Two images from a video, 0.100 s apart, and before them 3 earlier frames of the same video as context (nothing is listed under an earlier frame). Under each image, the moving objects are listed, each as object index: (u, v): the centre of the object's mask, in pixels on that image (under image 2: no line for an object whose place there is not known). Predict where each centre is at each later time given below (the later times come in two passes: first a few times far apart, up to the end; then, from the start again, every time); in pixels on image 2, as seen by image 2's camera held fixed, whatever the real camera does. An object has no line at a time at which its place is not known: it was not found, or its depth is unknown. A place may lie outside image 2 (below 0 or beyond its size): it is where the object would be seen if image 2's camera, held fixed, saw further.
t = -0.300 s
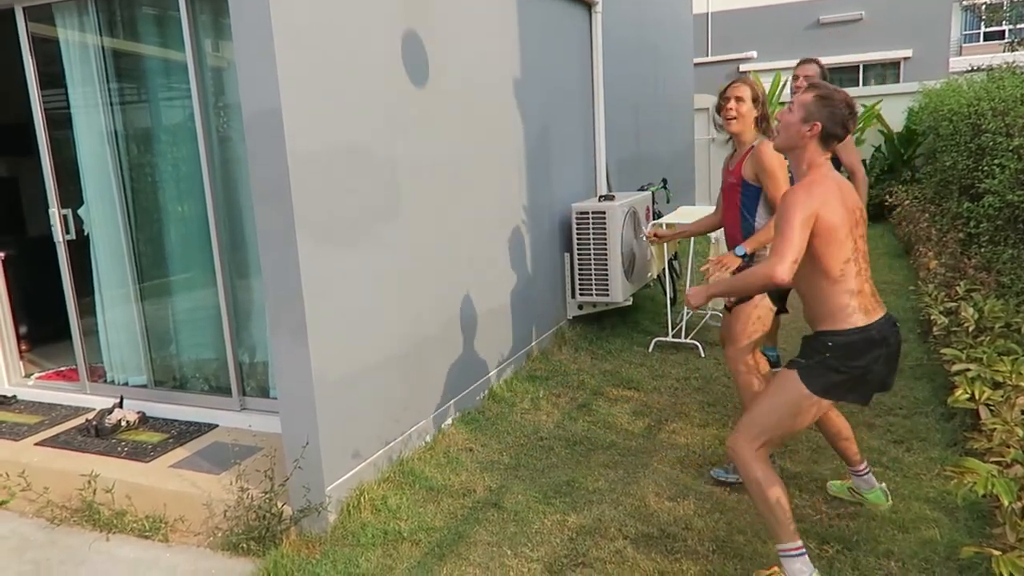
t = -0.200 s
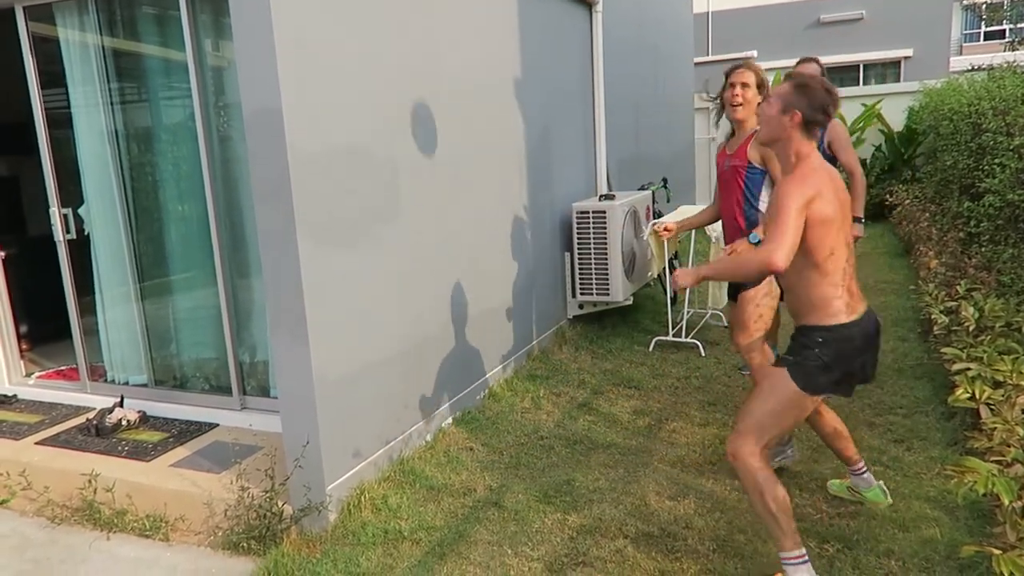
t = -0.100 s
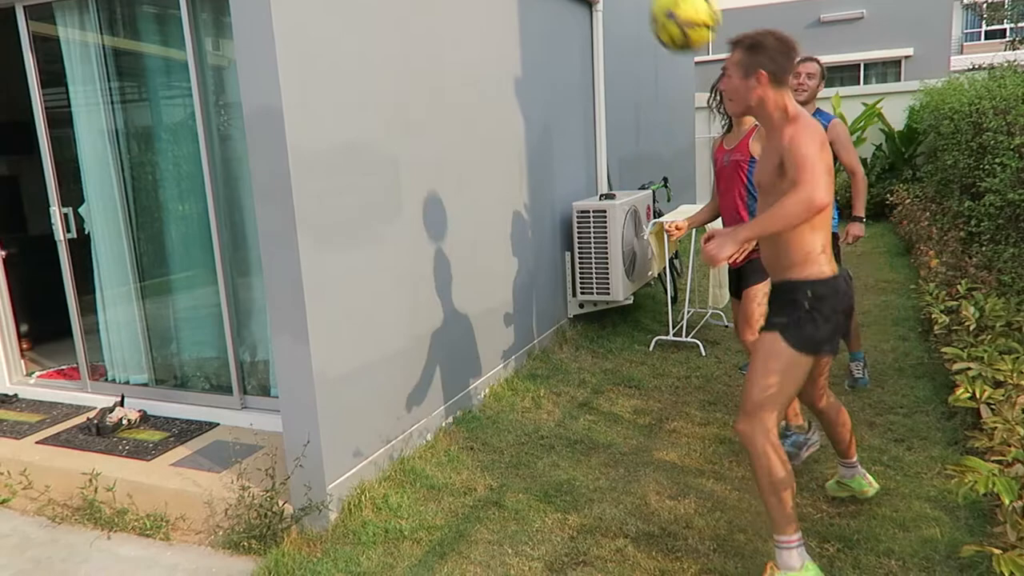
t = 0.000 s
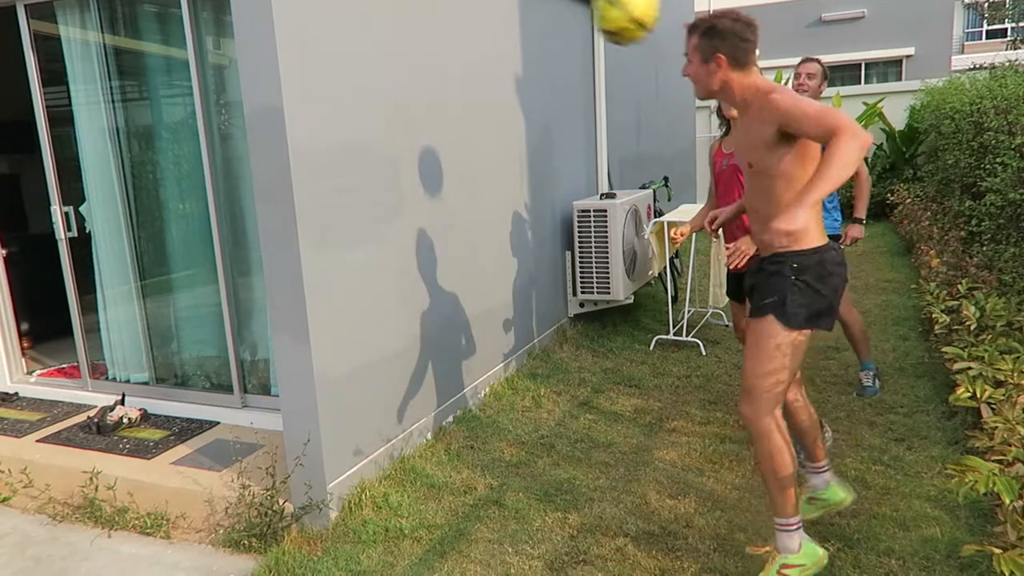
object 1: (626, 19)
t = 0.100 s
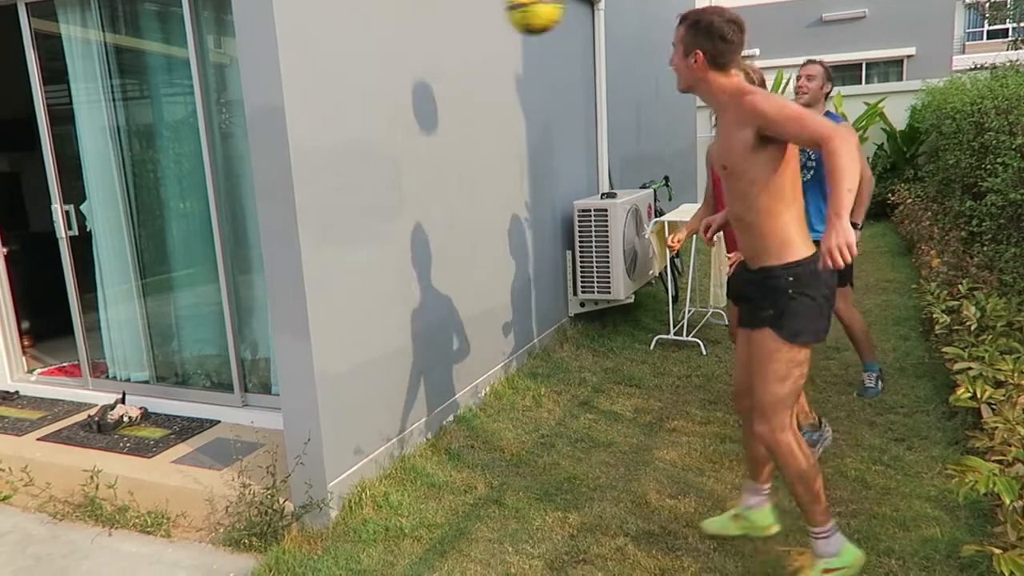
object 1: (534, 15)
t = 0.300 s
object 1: (471, 41)
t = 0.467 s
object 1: (590, 99)
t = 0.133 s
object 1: (509, 16)
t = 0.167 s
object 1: (483, 20)
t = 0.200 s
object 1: (459, 25)
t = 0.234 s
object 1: (436, 35)
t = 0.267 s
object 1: (449, 38)
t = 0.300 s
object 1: (471, 41)
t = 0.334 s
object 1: (494, 47)
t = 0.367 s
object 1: (517, 55)
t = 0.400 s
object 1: (541, 67)
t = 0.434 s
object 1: (565, 81)
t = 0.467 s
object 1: (590, 99)
